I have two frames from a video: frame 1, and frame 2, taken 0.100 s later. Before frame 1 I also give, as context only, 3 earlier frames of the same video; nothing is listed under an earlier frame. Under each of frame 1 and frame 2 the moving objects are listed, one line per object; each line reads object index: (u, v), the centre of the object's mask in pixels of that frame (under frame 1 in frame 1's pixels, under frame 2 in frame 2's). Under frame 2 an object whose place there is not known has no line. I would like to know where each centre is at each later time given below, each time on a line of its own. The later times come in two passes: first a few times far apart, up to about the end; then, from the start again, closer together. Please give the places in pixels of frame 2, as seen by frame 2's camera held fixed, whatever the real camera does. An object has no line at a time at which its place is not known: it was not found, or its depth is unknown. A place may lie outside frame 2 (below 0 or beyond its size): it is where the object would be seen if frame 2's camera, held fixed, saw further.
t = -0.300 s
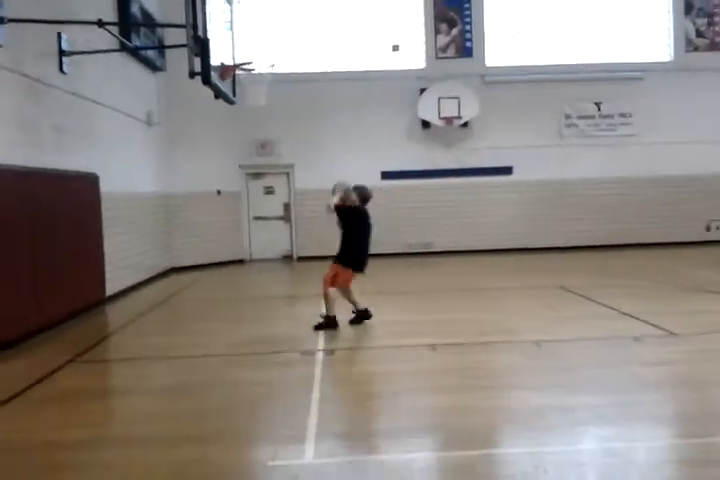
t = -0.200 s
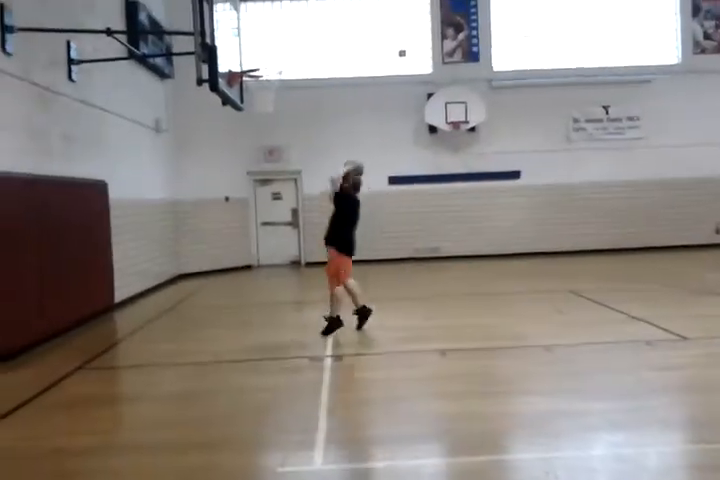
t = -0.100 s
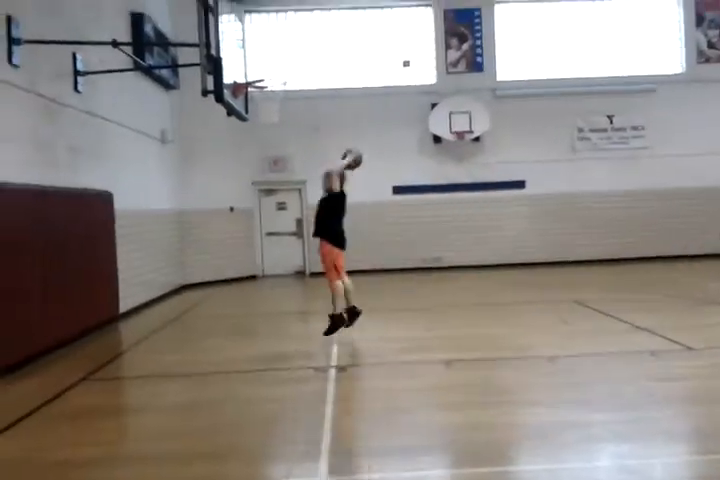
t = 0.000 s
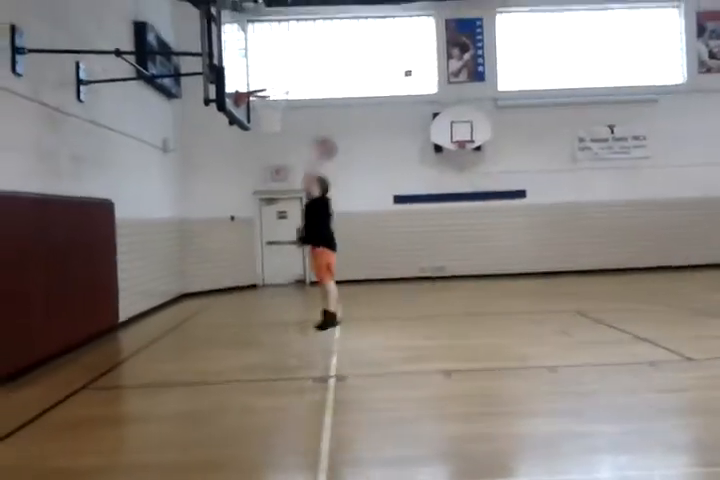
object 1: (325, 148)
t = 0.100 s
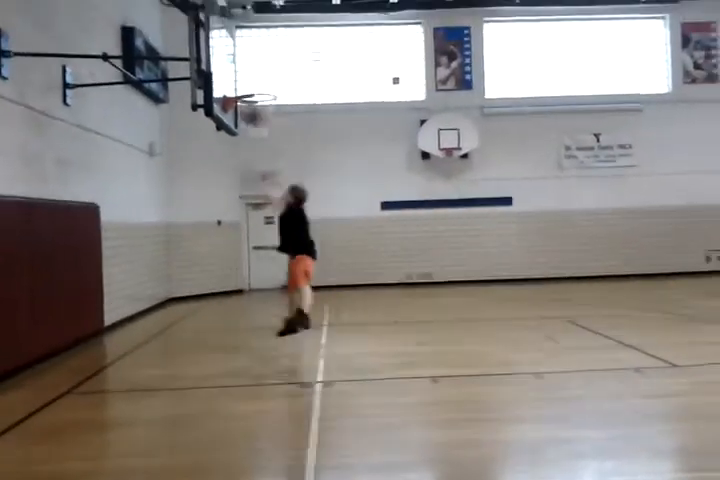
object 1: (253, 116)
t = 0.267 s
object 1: (275, 91)
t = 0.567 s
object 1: (409, 117)
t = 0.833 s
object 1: (531, 205)
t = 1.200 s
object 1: (659, 287)
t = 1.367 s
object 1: (685, 232)
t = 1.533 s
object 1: (717, 200)
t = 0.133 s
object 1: (231, 105)
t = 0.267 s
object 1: (275, 91)
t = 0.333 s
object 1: (307, 89)
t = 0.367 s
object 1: (321, 90)
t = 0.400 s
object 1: (336, 92)
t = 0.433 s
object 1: (352, 95)
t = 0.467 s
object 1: (367, 100)
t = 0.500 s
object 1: (381, 105)
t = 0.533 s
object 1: (396, 110)
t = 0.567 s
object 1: (409, 117)
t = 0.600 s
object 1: (426, 124)
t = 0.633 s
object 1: (440, 132)
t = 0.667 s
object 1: (455, 144)
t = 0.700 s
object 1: (471, 154)
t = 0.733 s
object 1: (486, 165)
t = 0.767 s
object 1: (501, 178)
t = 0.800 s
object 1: (516, 191)
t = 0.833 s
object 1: (531, 205)
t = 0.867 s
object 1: (545, 220)
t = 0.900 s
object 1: (560, 237)
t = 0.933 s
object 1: (574, 255)
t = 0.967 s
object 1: (588, 272)
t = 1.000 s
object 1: (599, 287)
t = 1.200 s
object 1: (659, 287)
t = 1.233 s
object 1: (664, 275)
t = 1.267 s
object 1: (671, 263)
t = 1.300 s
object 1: (677, 251)
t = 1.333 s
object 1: (682, 241)
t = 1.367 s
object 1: (685, 232)
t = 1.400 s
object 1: (691, 224)
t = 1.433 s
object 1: (696, 212)
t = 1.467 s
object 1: (703, 211)
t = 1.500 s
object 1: (711, 205)
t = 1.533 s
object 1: (717, 200)
